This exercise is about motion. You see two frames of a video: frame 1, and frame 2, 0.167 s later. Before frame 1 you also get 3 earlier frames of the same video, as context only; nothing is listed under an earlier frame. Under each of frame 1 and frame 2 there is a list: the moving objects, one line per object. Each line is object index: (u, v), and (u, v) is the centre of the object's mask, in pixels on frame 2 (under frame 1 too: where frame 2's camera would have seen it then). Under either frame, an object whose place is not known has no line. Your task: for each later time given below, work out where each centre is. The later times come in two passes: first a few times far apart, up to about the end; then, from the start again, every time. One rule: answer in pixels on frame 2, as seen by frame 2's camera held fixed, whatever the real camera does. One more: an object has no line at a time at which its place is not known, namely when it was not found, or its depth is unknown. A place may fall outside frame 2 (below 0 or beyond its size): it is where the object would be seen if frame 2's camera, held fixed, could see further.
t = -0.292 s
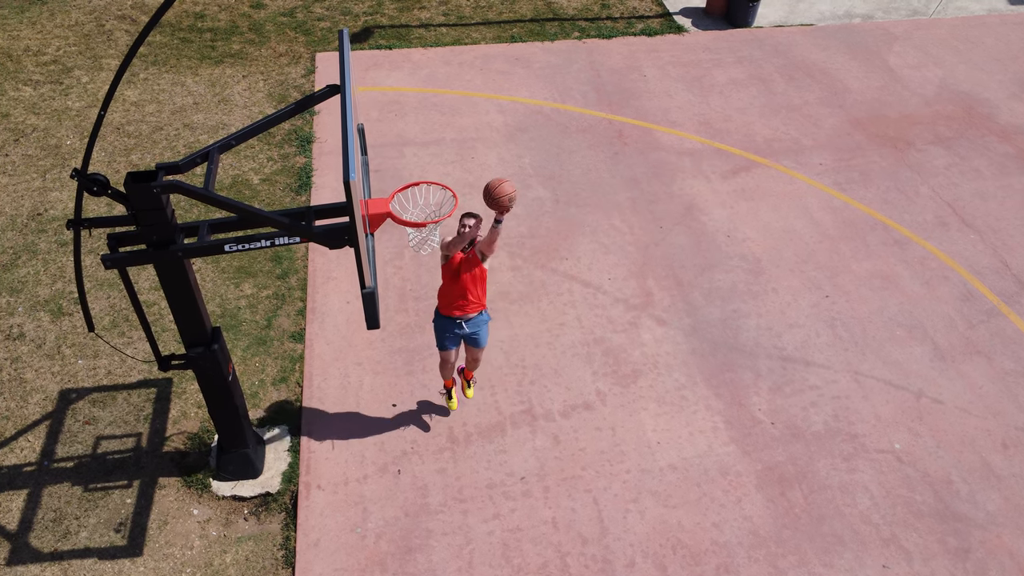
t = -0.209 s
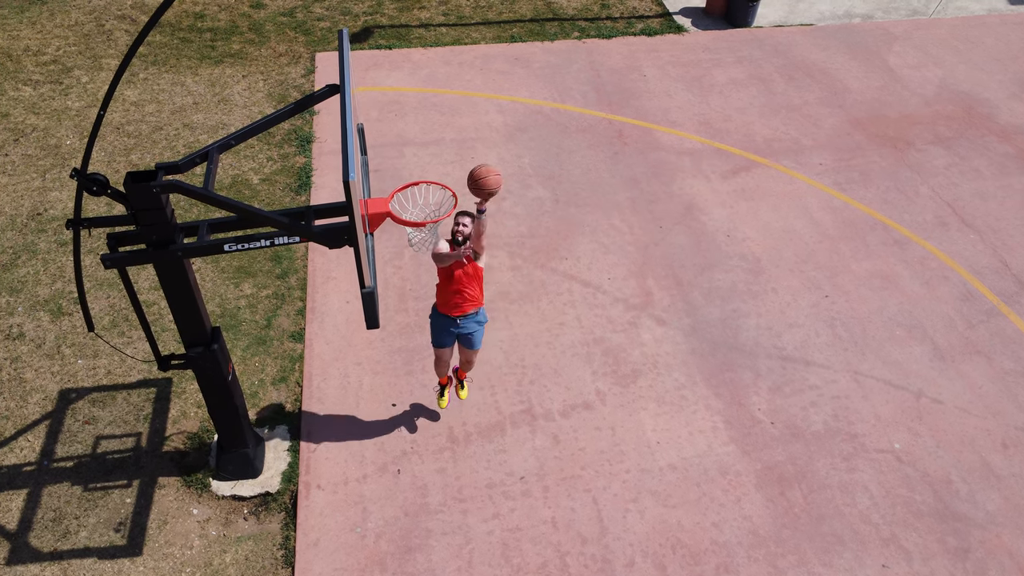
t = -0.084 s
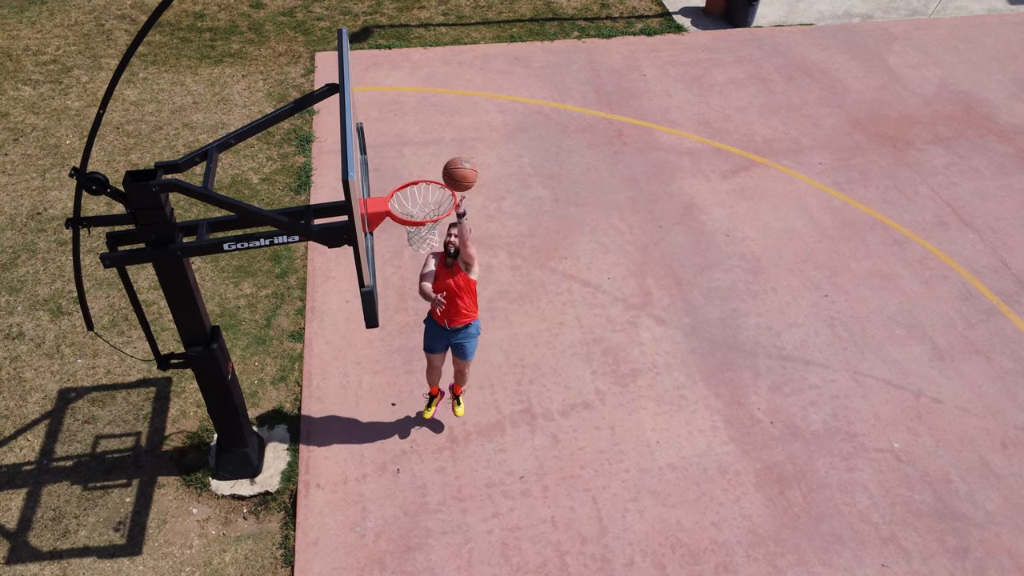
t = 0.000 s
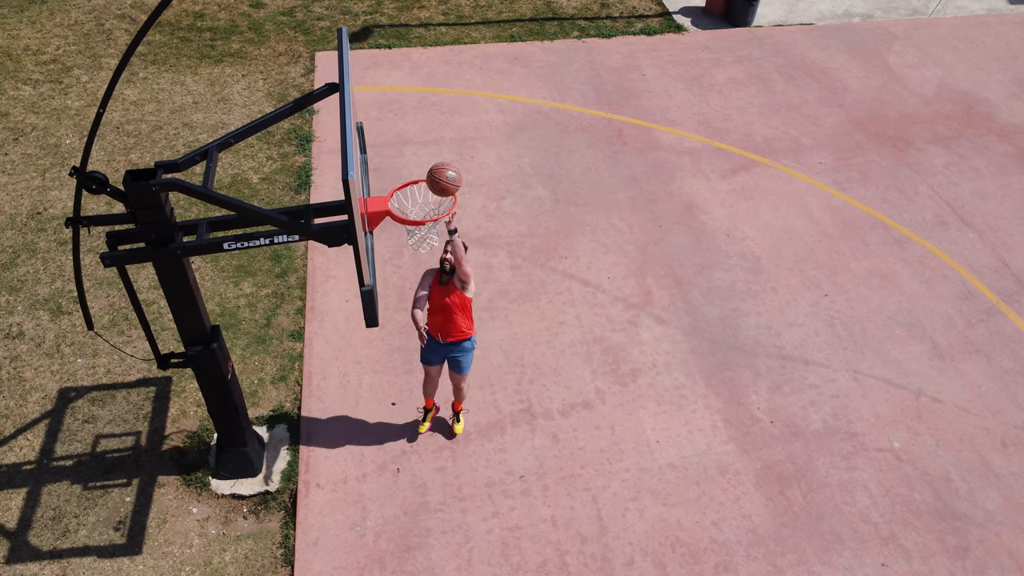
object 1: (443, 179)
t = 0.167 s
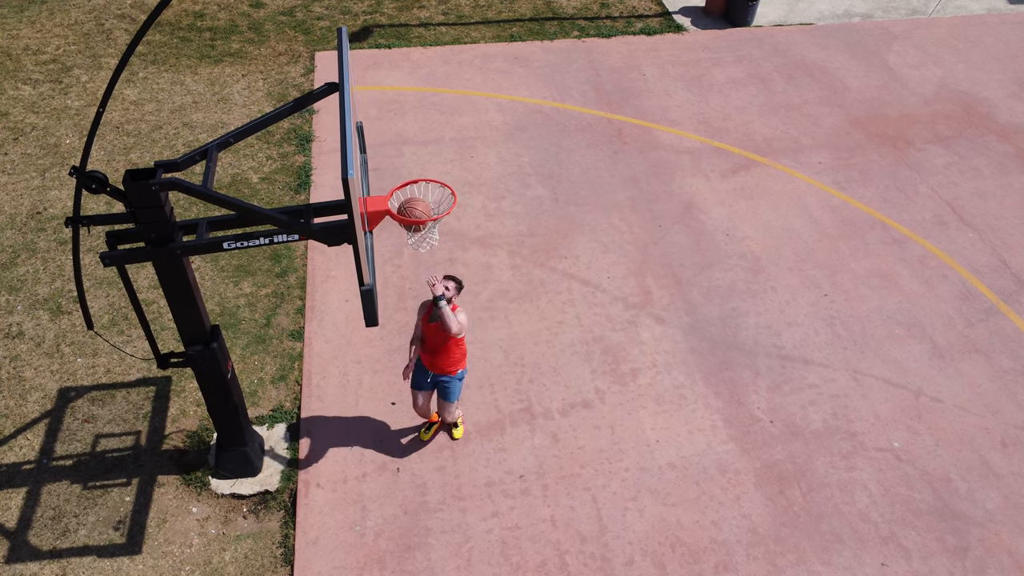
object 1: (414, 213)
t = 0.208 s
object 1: (408, 227)
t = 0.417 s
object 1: (414, 252)
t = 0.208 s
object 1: (408, 227)
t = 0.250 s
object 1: (406, 235)
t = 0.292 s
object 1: (406, 237)
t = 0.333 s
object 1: (410, 248)
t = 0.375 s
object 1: (411, 251)
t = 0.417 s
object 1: (414, 252)
